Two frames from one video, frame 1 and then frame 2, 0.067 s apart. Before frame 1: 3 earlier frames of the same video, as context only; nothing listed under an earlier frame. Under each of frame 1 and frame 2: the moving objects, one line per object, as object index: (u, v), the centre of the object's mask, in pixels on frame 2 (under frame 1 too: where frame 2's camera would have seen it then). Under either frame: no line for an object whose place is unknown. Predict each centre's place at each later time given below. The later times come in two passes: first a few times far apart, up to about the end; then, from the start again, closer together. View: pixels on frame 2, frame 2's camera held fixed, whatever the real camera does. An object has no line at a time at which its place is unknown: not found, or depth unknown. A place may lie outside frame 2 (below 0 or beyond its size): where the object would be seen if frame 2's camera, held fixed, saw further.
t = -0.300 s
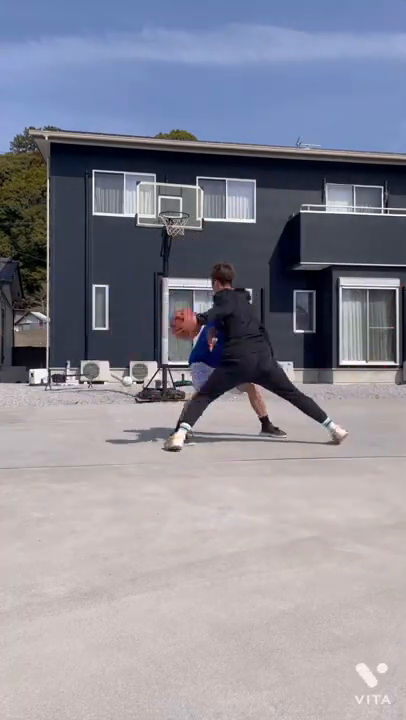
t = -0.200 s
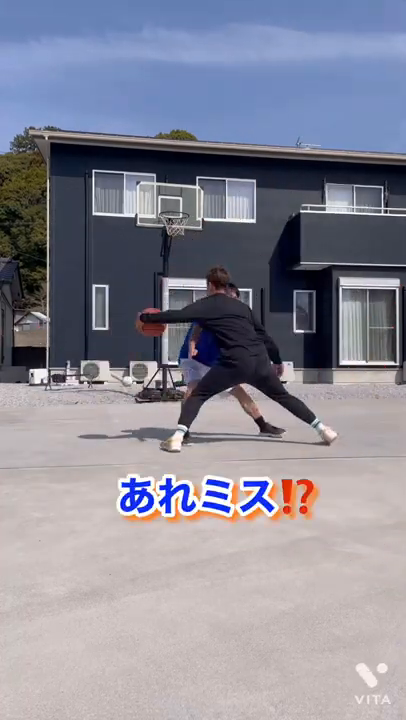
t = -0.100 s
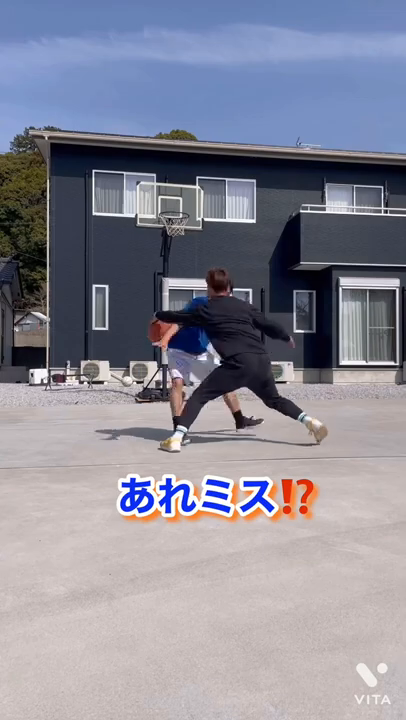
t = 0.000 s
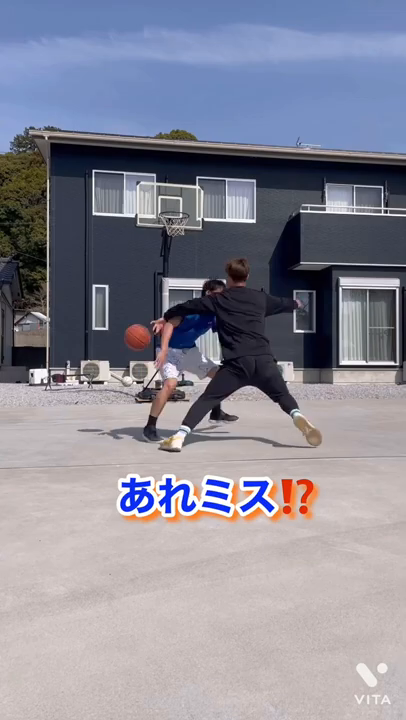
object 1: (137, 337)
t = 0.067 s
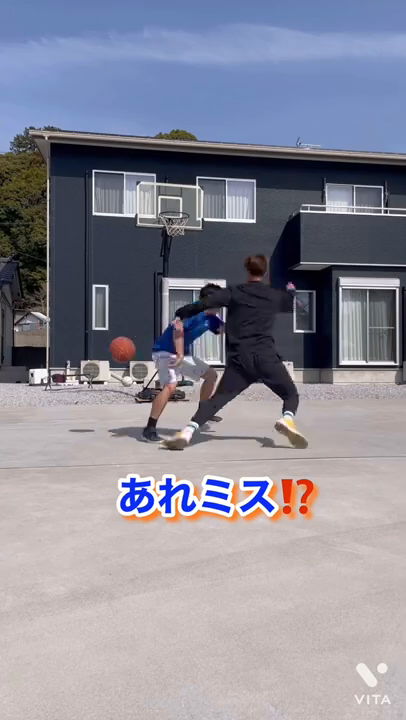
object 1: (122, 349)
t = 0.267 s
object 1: (77, 411)
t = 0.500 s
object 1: (62, 369)
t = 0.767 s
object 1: (51, 358)
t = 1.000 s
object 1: (42, 411)
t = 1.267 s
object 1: (26, 377)
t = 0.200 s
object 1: (92, 386)
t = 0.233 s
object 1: (84, 398)
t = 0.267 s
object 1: (77, 411)
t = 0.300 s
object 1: (70, 423)
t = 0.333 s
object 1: (69, 412)
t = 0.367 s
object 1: (68, 401)
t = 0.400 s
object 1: (67, 392)
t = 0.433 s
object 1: (65, 383)
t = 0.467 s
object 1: (64, 375)
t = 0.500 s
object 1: (62, 369)
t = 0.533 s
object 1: (61, 363)
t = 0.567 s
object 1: (60, 358)
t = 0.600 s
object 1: (58, 356)
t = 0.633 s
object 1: (57, 354)
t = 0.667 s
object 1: (56, 354)
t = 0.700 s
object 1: (55, 354)
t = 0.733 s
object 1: (53, 355)
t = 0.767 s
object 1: (51, 358)
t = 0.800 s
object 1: (50, 362)
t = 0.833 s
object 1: (49, 367)
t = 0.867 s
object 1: (47, 373)
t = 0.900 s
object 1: (46, 381)
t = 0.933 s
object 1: (44, 390)
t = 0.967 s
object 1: (43, 399)
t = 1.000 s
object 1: (42, 411)
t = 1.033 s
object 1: (40, 424)
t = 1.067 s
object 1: (38, 420)
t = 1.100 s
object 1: (36, 409)
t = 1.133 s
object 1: (34, 401)
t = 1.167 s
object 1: (32, 393)
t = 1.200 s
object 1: (30, 387)
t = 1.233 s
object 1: (28, 381)
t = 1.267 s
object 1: (26, 377)
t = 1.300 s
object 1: (24, 374)
